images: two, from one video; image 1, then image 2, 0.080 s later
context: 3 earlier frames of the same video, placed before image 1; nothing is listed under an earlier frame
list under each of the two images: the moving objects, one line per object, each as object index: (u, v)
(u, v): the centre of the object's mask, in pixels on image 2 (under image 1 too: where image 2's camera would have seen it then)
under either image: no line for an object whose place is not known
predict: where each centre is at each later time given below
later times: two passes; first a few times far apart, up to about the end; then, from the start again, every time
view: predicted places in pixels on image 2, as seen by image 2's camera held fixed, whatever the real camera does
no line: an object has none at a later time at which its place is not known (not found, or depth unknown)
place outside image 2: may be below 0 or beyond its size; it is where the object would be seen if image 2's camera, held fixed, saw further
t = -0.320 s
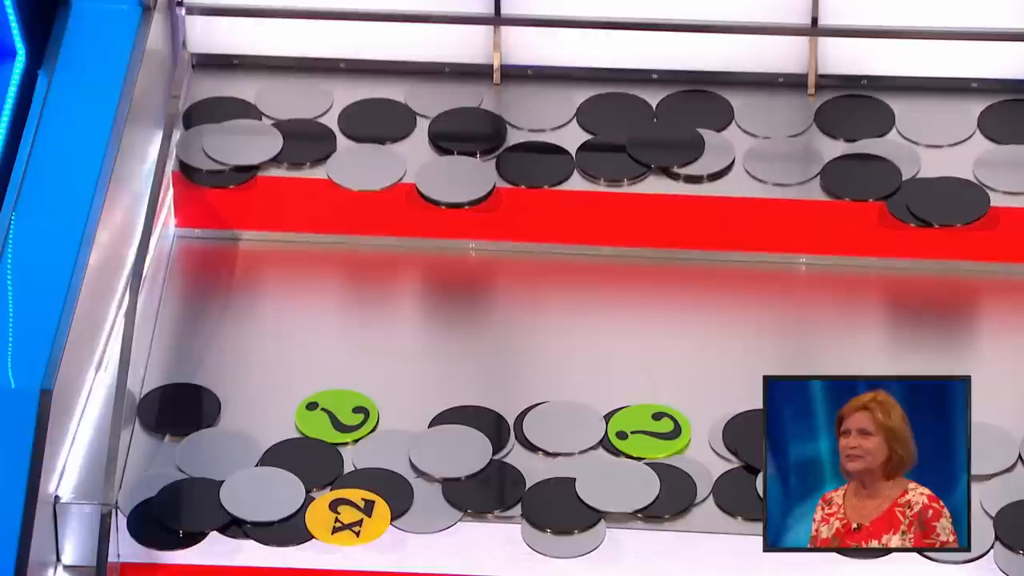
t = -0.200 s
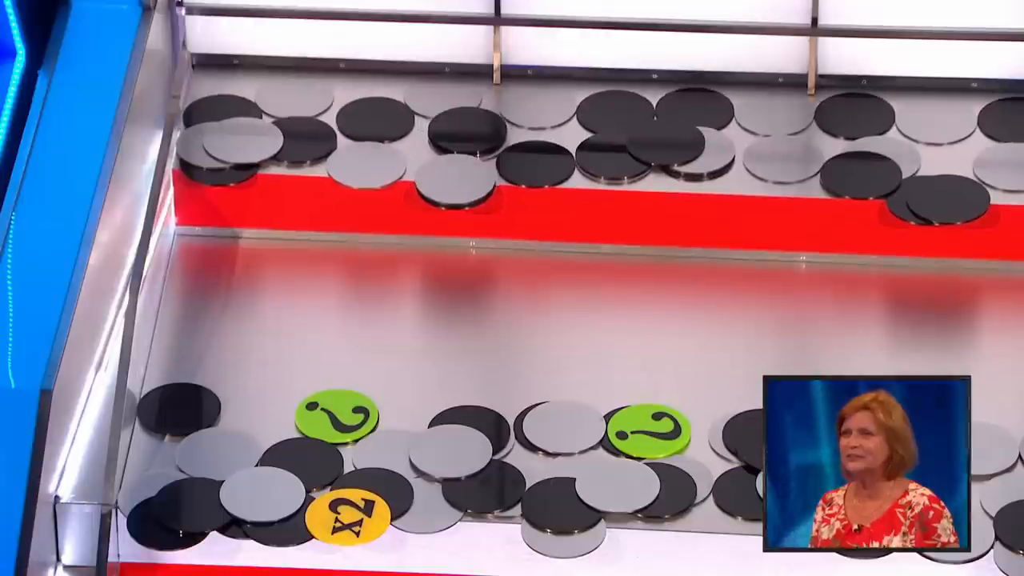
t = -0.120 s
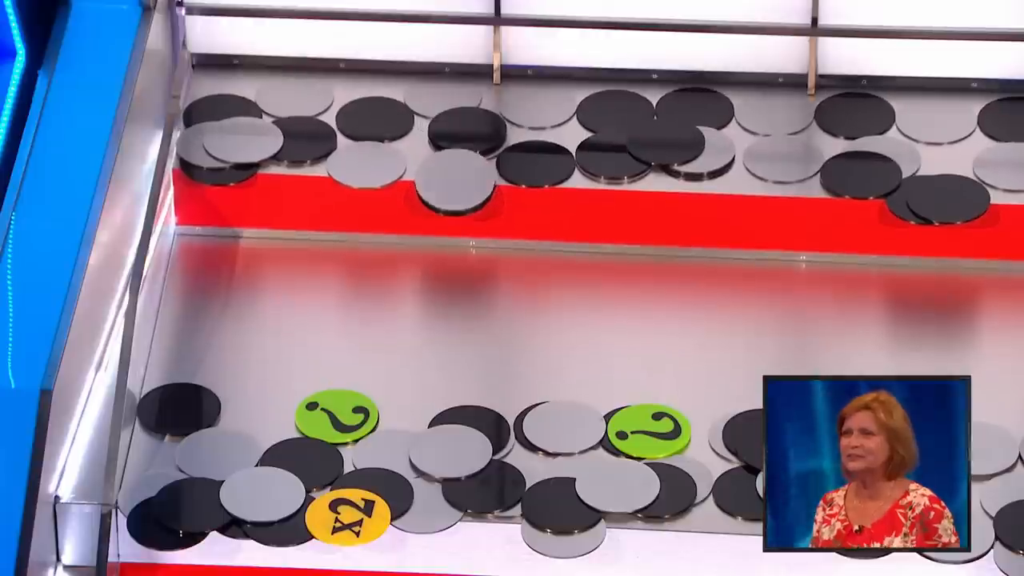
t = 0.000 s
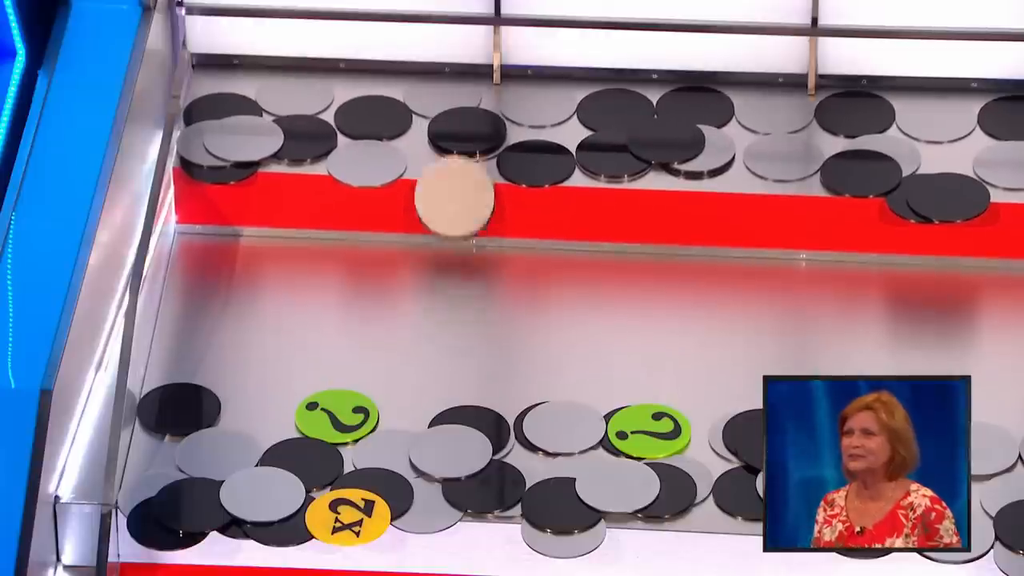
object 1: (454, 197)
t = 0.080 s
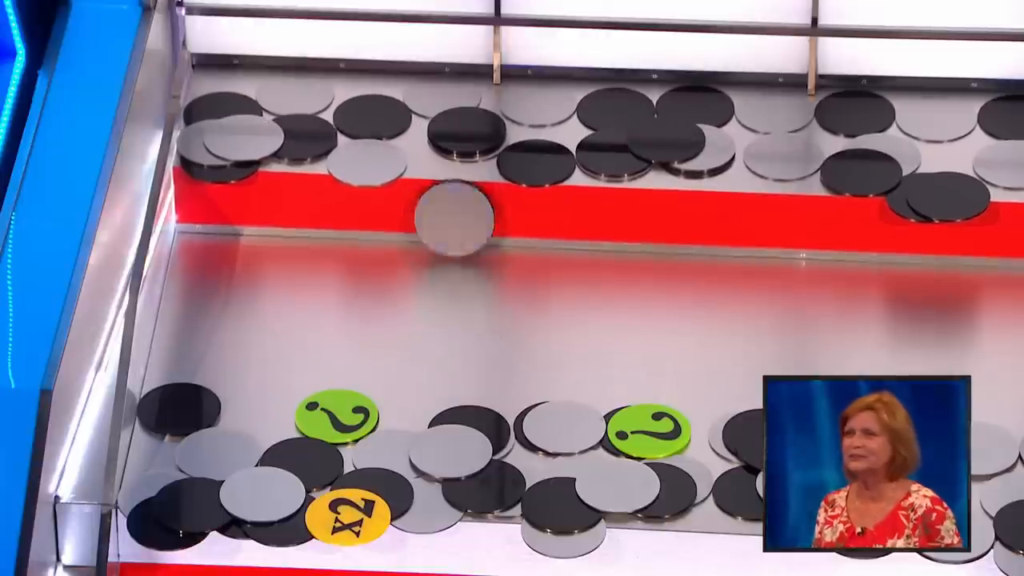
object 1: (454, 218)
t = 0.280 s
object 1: (454, 228)
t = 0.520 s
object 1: (450, 278)
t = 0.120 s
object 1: (454, 214)
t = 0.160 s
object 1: (454, 217)
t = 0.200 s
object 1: (454, 224)
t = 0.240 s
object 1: (454, 226)
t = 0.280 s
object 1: (454, 228)
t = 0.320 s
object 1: (453, 232)
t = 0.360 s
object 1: (453, 238)
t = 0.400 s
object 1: (453, 247)
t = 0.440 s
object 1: (453, 261)
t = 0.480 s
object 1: (453, 270)
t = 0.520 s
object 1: (450, 278)
